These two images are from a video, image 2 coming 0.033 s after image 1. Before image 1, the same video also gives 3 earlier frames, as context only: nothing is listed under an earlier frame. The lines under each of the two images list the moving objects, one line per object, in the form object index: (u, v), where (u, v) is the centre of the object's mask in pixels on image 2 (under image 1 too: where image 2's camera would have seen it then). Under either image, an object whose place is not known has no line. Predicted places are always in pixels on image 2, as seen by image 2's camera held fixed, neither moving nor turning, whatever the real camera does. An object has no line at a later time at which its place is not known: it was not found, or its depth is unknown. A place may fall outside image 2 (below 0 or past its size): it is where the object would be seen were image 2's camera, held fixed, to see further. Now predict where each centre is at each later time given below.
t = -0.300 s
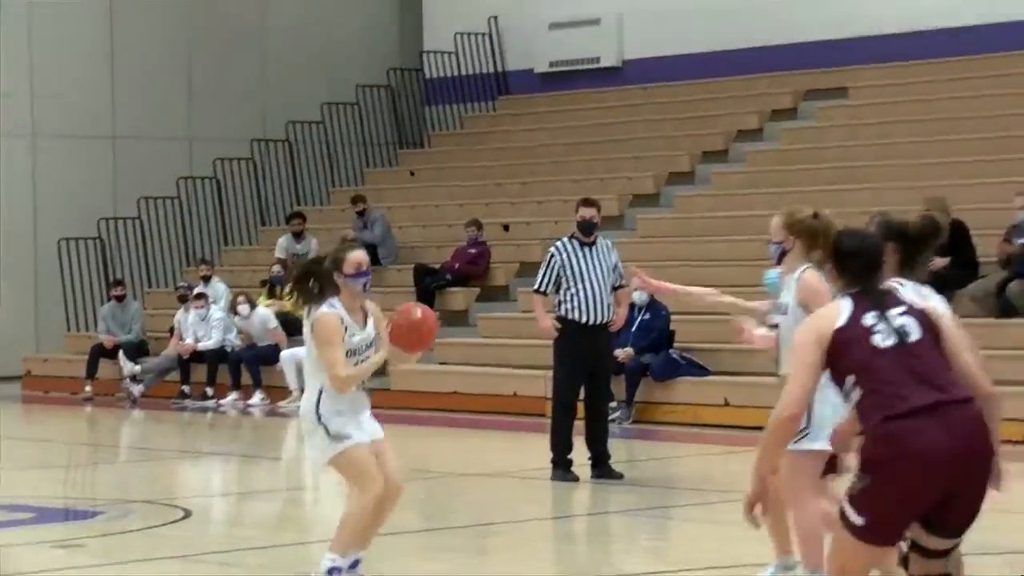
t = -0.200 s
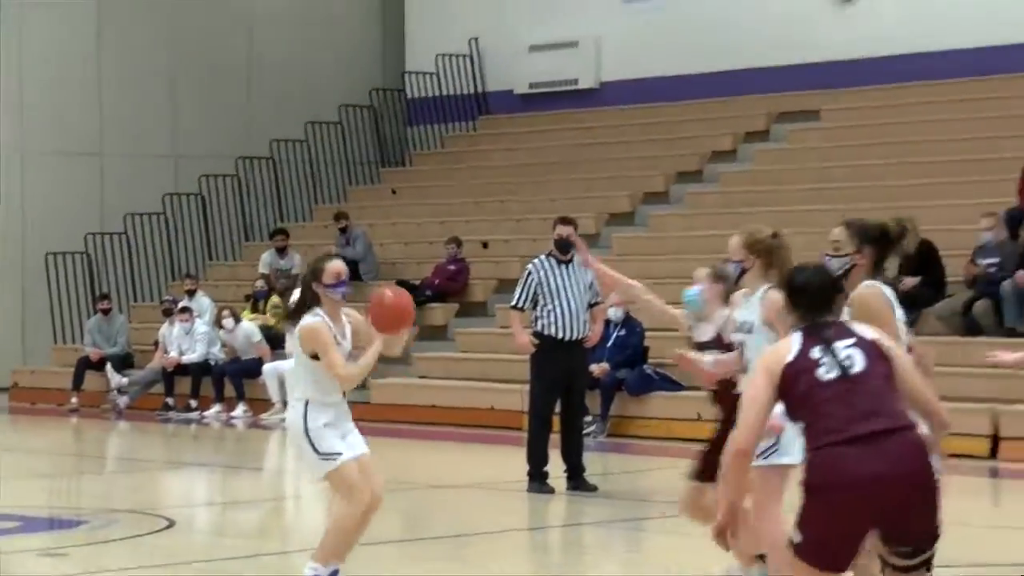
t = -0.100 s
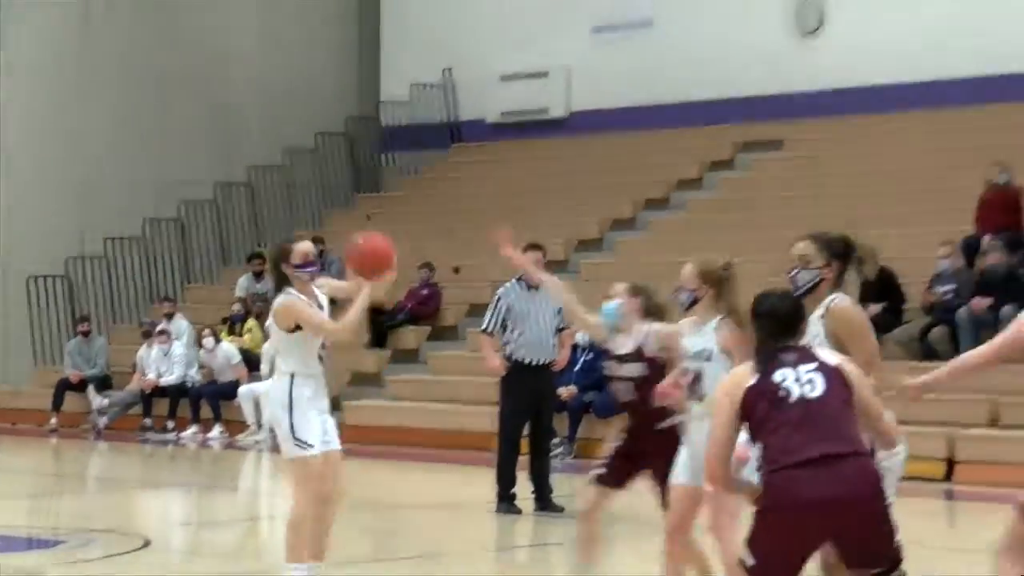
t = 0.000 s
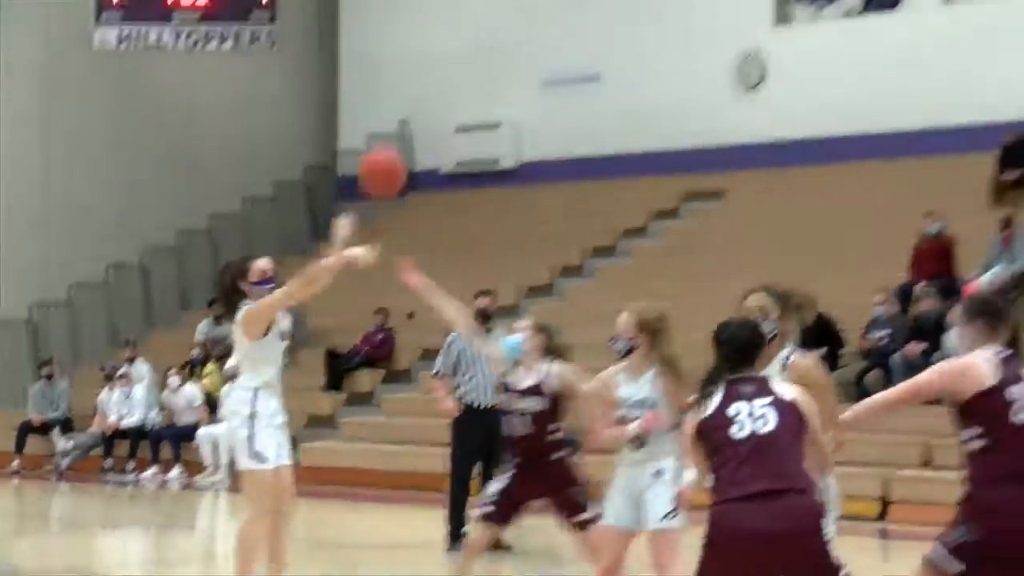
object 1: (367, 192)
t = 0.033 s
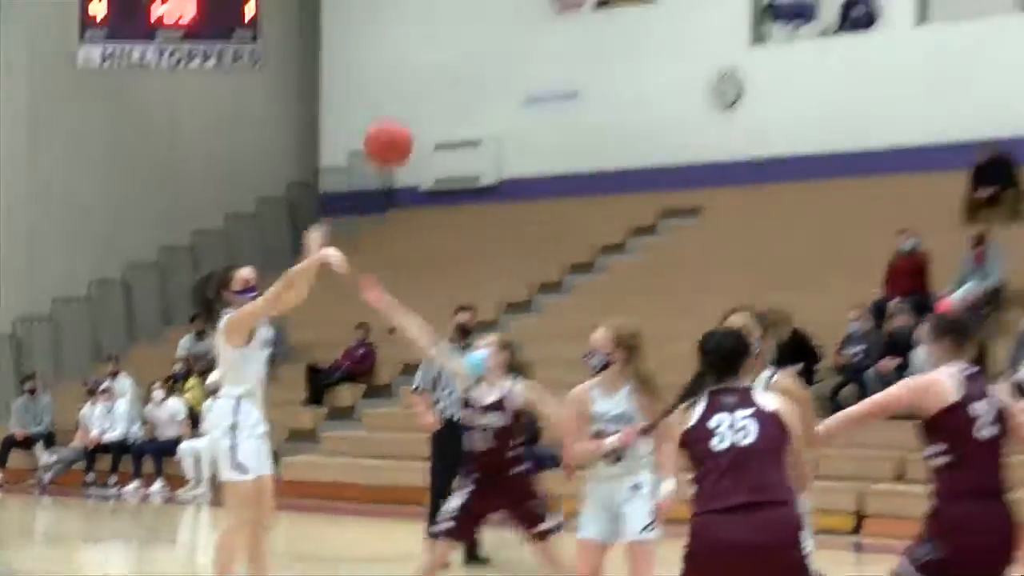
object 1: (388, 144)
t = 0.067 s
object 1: (412, 99)
